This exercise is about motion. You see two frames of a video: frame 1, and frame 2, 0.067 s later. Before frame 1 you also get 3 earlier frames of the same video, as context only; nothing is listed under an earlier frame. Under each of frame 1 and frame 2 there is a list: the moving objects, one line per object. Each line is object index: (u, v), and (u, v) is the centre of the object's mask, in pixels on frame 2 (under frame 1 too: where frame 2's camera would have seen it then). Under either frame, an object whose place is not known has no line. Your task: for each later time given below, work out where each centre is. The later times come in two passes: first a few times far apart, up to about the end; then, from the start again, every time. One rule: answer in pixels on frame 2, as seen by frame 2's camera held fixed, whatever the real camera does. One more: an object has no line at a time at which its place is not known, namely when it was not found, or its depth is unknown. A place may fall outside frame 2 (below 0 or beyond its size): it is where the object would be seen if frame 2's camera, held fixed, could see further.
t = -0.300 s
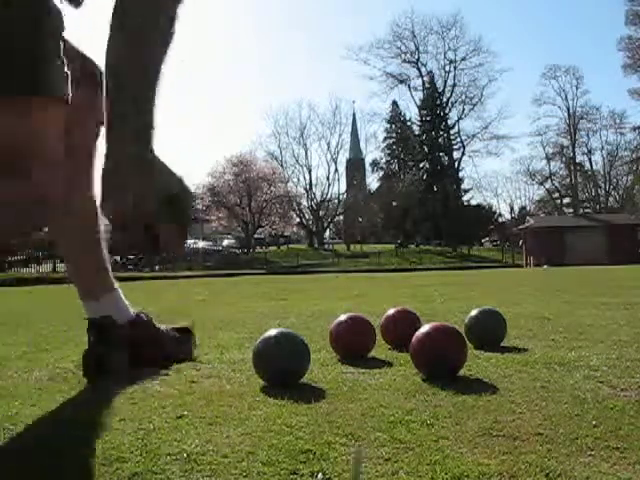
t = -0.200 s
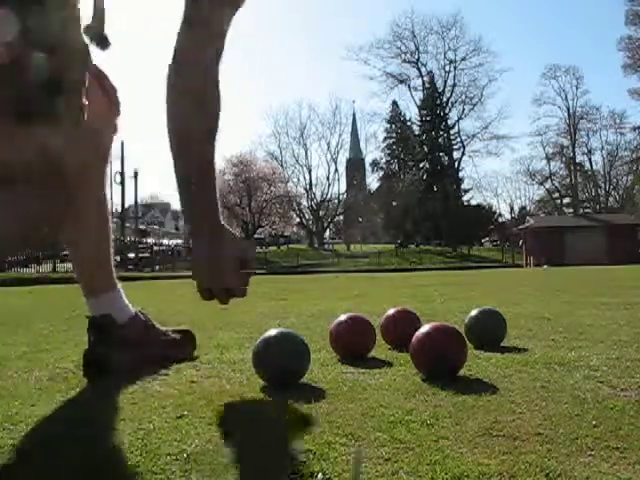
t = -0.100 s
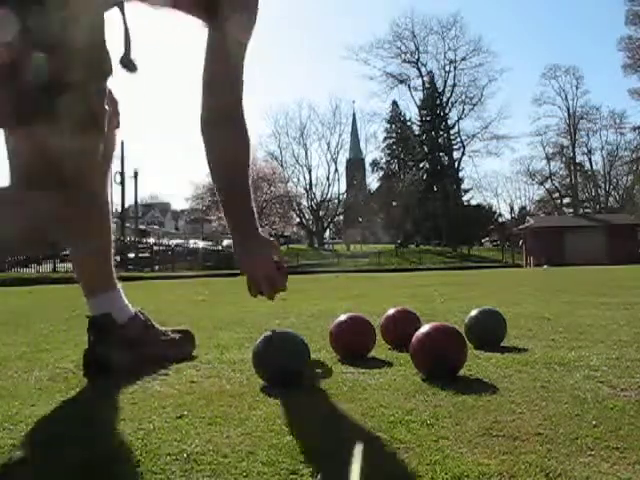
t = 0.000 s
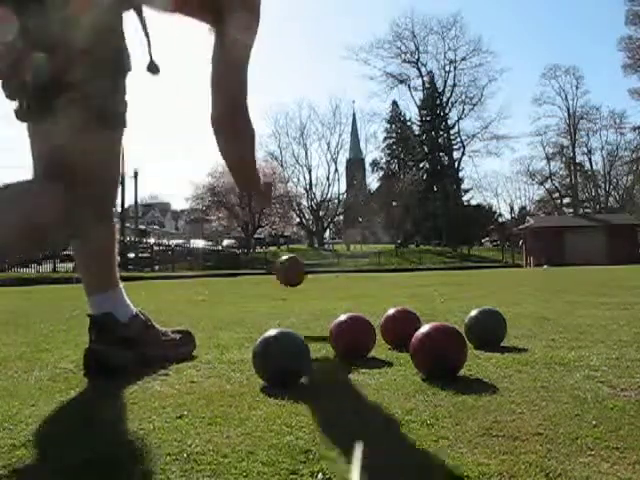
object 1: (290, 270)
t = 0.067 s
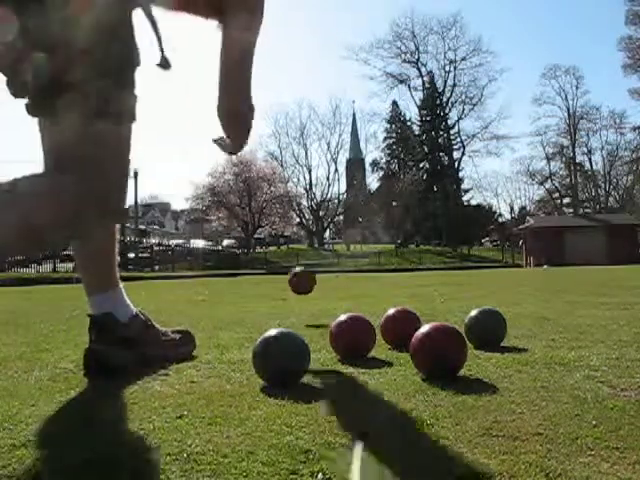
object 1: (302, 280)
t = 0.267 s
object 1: (323, 284)
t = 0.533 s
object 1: (336, 286)
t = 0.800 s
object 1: (345, 285)
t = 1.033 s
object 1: (351, 283)
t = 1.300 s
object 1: (357, 281)
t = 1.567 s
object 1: (361, 280)
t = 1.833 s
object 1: (366, 279)
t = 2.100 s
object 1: (369, 278)
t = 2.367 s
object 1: (370, 277)
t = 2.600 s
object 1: (372, 276)
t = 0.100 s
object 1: (307, 290)
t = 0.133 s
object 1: (311, 299)
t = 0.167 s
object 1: (315, 300)
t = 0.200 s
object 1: (317, 291)
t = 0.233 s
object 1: (320, 287)
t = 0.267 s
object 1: (323, 284)
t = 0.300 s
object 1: (324, 284)
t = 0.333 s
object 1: (326, 285)
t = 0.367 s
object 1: (329, 290)
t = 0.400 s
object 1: (331, 294)
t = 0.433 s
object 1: (332, 289)
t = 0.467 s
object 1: (333, 286)
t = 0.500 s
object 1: (335, 286)
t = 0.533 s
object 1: (336, 286)
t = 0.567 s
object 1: (337, 288)
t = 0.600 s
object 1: (338, 288)
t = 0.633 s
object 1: (340, 286)
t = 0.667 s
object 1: (340, 286)
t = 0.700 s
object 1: (342, 286)
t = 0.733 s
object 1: (343, 286)
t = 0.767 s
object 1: (344, 286)
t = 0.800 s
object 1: (345, 285)
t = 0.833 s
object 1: (346, 284)
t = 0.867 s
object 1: (346, 284)
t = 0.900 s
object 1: (347, 284)
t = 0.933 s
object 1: (349, 284)
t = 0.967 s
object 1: (350, 283)
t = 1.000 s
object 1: (350, 283)
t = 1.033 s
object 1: (351, 283)
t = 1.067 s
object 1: (351, 283)
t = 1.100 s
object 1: (352, 283)
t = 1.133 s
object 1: (353, 283)
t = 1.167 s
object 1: (353, 283)
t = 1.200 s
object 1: (354, 282)
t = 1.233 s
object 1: (354, 282)
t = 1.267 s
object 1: (357, 282)
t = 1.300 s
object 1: (357, 281)
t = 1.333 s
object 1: (358, 281)
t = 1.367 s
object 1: (359, 281)
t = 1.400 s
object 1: (359, 281)
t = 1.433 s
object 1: (359, 280)
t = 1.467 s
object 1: (360, 280)
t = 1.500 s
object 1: (361, 280)
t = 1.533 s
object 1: (361, 280)
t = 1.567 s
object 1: (361, 280)
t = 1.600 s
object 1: (362, 279)
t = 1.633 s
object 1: (362, 279)
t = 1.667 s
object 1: (363, 280)
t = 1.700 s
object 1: (364, 279)
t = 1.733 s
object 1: (364, 279)
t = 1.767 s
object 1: (365, 279)
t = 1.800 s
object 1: (365, 279)
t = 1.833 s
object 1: (366, 279)
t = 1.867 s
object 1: (366, 279)
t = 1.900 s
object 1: (366, 279)
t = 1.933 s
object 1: (367, 279)
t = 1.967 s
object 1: (367, 279)
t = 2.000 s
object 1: (367, 279)
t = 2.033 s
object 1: (367, 279)
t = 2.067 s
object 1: (368, 278)
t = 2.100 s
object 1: (369, 278)
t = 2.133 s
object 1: (369, 278)
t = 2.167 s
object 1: (370, 277)
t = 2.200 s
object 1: (370, 277)
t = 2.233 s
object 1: (370, 278)
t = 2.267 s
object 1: (370, 277)
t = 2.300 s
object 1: (370, 277)
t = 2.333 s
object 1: (370, 277)
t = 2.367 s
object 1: (370, 277)
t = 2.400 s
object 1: (370, 277)
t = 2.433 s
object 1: (371, 278)
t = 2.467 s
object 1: (371, 277)
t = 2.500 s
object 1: (371, 276)
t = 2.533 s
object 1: (371, 276)
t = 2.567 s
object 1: (371, 276)
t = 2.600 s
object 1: (372, 276)
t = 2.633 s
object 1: (372, 276)
